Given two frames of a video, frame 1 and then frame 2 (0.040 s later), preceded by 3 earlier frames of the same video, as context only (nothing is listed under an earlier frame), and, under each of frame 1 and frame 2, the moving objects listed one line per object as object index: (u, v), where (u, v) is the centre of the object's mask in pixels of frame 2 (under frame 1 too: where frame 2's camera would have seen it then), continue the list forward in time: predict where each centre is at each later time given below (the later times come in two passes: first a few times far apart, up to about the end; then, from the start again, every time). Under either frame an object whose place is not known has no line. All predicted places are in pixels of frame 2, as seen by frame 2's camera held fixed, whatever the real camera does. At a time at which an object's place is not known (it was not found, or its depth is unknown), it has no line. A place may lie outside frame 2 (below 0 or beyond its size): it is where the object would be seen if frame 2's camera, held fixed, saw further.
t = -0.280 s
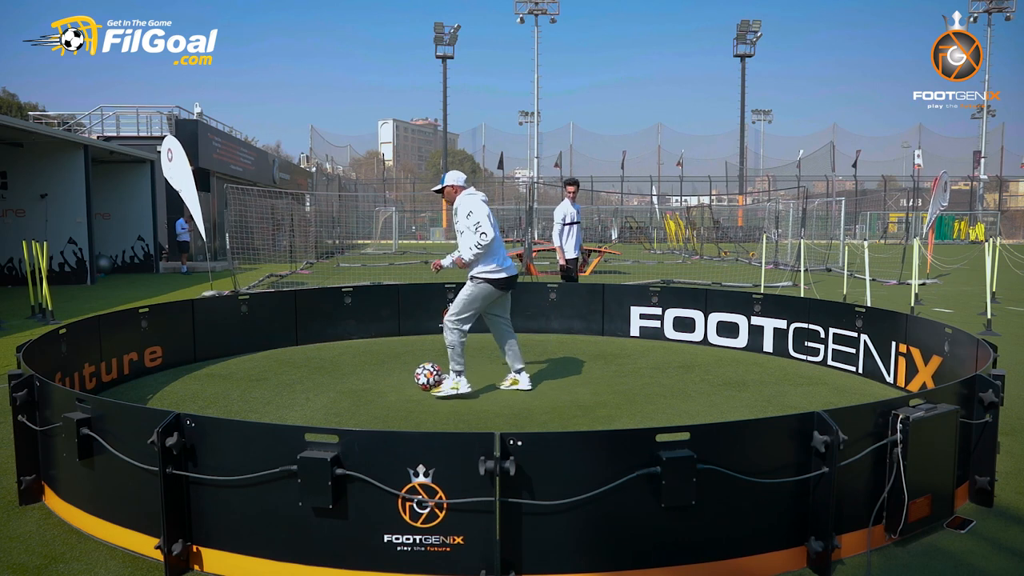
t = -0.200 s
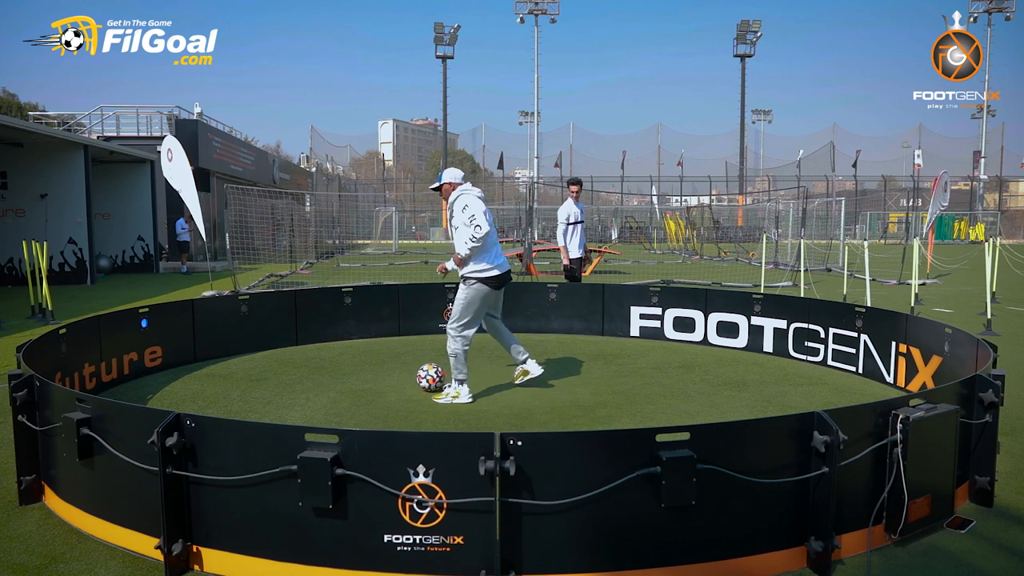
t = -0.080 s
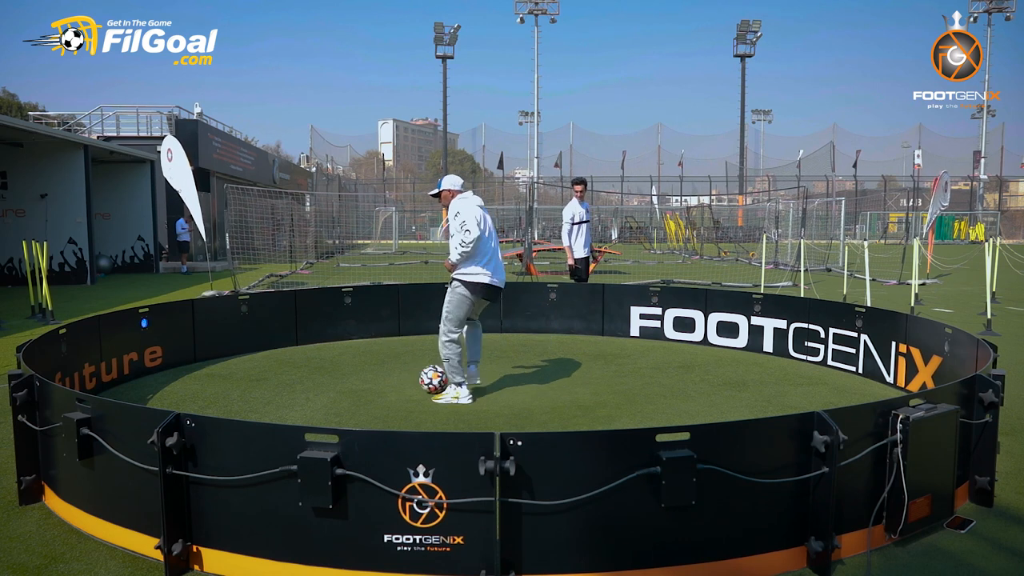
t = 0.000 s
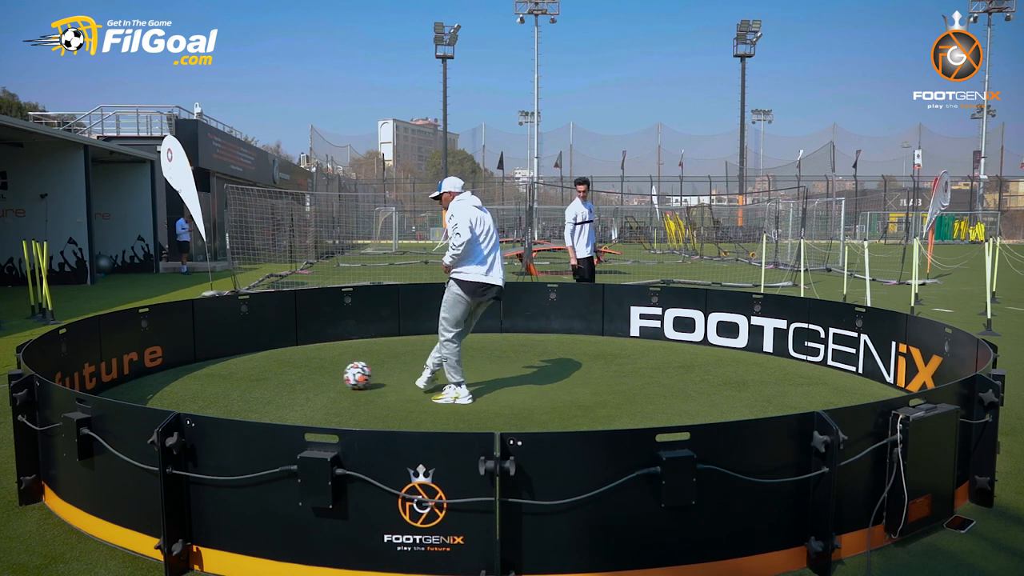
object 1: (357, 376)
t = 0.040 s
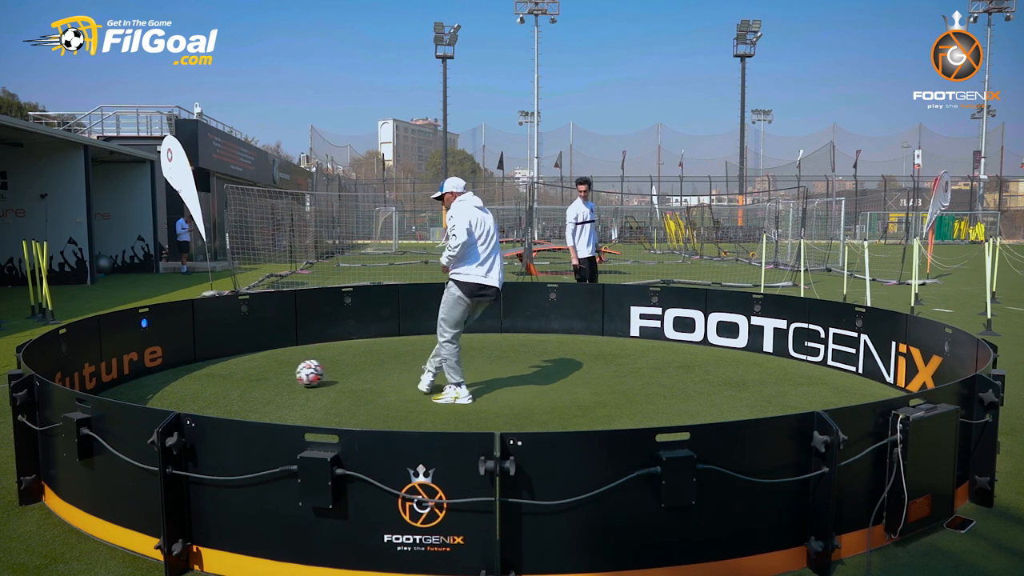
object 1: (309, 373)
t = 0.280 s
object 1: (199, 366)
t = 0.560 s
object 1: (344, 371)
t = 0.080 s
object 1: (265, 371)
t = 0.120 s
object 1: (223, 367)
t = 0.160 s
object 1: (183, 366)
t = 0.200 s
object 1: (152, 365)
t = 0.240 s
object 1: (176, 365)
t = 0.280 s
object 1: (199, 366)
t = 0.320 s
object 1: (224, 368)
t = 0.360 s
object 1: (245, 367)
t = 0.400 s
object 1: (266, 367)
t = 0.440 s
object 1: (287, 369)
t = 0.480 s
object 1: (307, 370)
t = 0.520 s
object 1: (325, 370)
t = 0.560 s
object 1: (344, 371)
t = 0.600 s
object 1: (360, 371)
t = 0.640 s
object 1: (377, 372)
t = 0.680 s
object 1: (392, 373)
